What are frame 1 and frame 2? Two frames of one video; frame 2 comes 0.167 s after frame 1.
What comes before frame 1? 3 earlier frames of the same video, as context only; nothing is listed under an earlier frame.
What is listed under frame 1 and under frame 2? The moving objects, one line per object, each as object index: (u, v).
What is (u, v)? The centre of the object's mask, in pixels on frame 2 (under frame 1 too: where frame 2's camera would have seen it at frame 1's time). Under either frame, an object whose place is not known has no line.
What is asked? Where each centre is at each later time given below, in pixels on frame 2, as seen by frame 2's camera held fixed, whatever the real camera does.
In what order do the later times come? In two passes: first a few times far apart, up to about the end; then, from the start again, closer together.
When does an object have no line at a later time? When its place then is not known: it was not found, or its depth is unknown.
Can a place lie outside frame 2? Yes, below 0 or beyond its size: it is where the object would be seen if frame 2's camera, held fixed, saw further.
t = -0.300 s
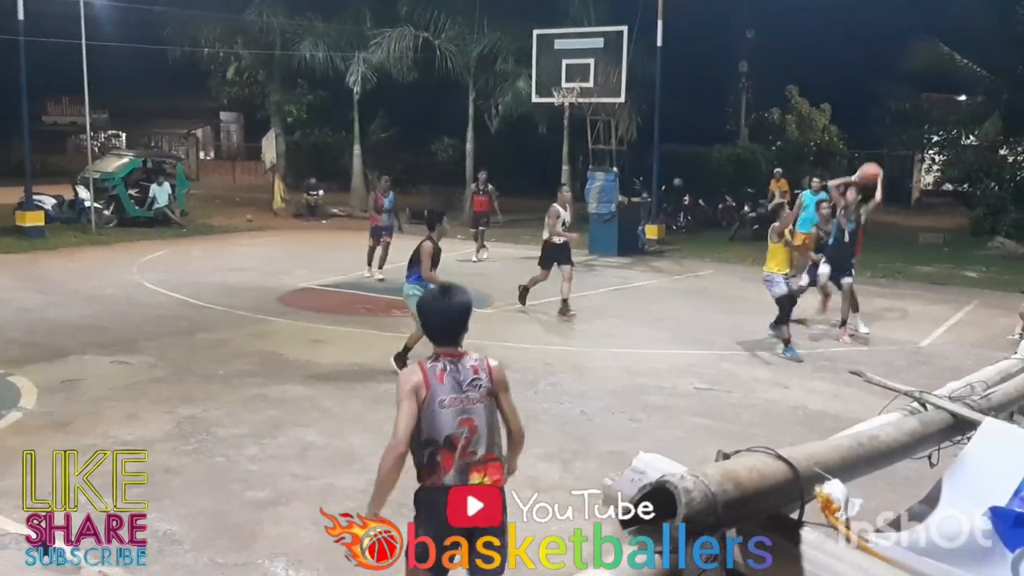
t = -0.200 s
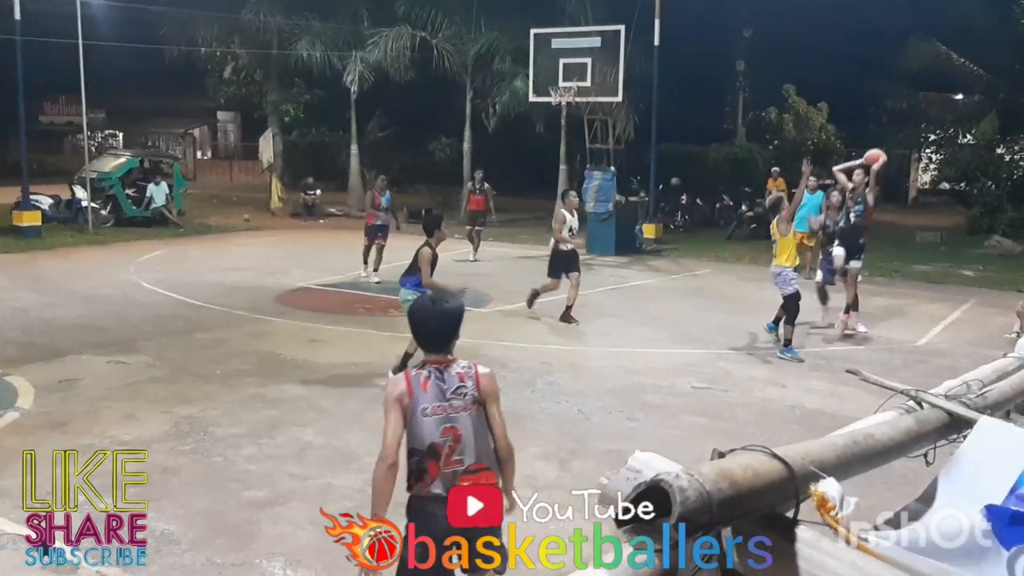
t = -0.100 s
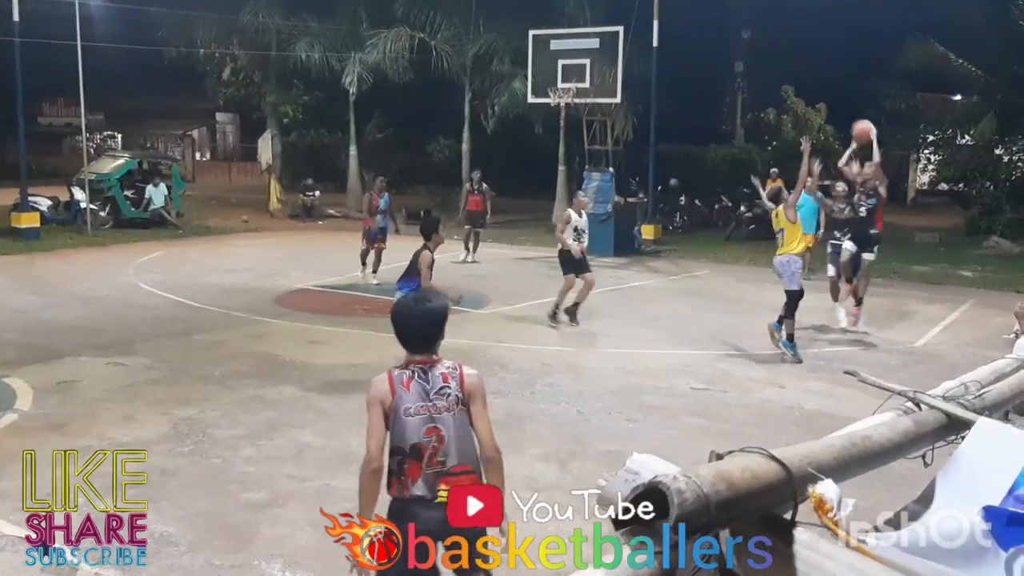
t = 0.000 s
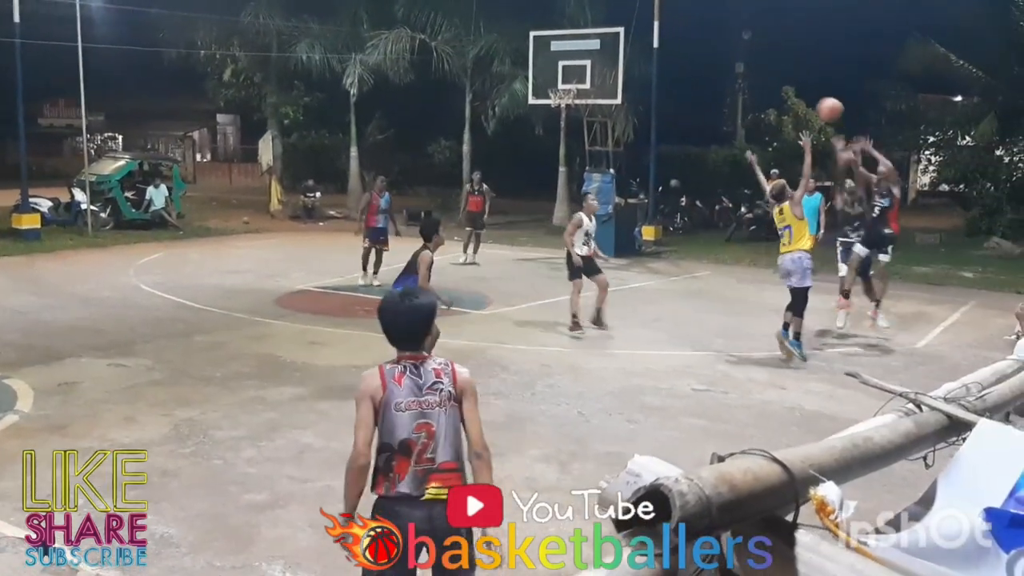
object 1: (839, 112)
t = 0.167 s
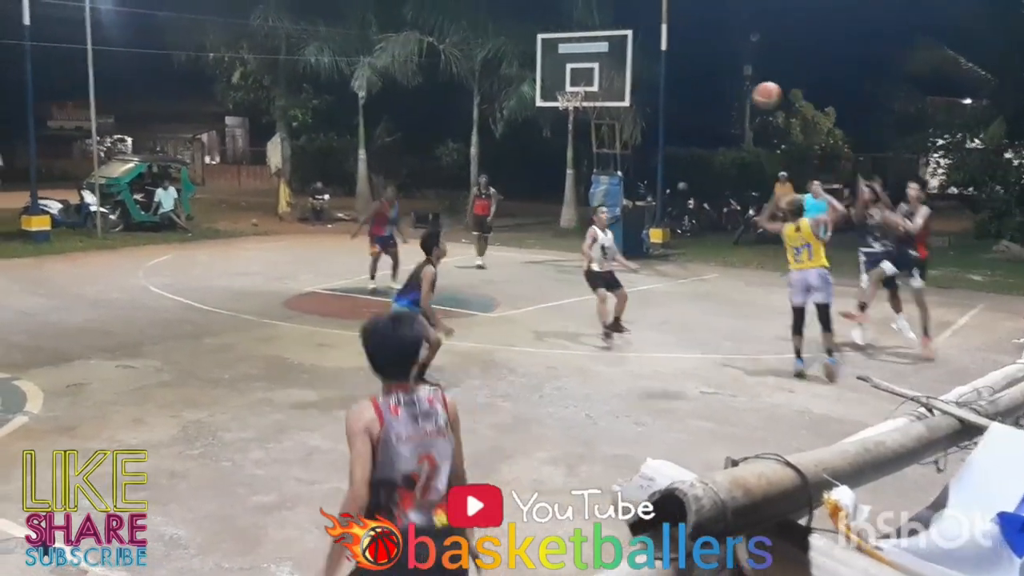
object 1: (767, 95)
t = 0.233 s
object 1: (734, 95)
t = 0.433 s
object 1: (617, 132)
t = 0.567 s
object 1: (519, 195)
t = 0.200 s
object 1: (750, 94)
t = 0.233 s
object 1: (734, 95)
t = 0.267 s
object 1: (716, 98)
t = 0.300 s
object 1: (697, 102)
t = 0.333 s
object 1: (677, 107)
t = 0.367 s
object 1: (658, 114)
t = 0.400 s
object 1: (636, 123)
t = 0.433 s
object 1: (617, 132)
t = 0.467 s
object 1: (591, 144)
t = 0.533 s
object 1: (543, 176)
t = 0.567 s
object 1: (519, 195)
